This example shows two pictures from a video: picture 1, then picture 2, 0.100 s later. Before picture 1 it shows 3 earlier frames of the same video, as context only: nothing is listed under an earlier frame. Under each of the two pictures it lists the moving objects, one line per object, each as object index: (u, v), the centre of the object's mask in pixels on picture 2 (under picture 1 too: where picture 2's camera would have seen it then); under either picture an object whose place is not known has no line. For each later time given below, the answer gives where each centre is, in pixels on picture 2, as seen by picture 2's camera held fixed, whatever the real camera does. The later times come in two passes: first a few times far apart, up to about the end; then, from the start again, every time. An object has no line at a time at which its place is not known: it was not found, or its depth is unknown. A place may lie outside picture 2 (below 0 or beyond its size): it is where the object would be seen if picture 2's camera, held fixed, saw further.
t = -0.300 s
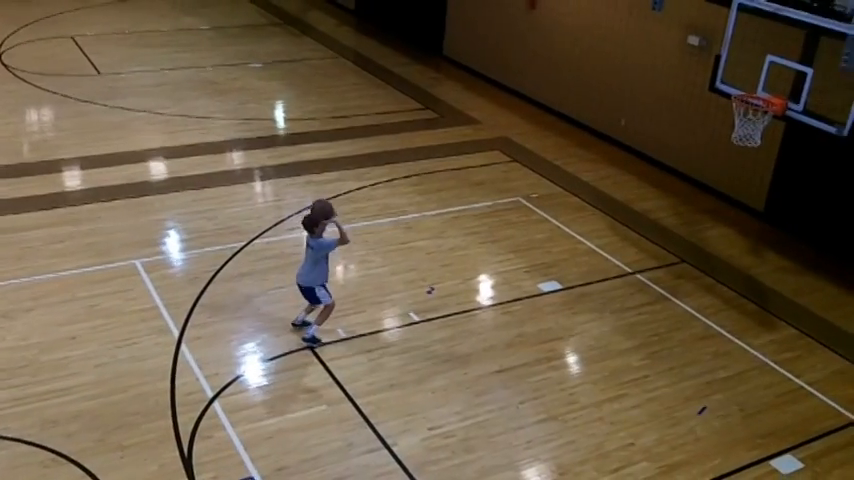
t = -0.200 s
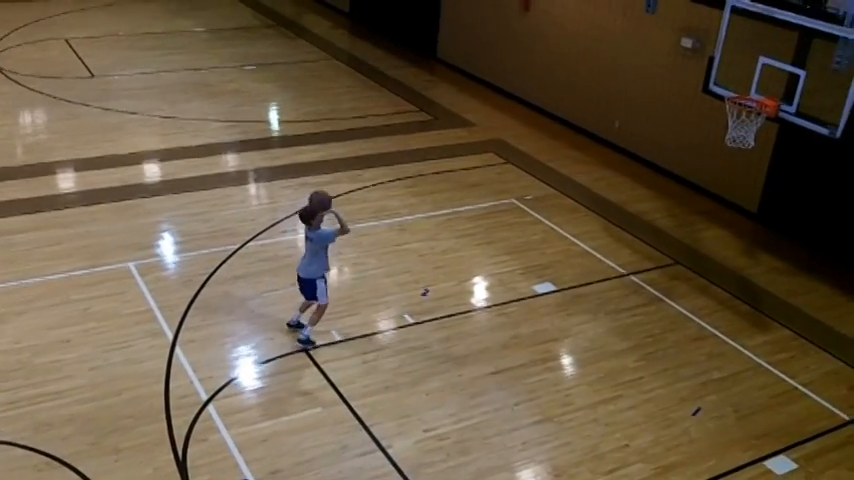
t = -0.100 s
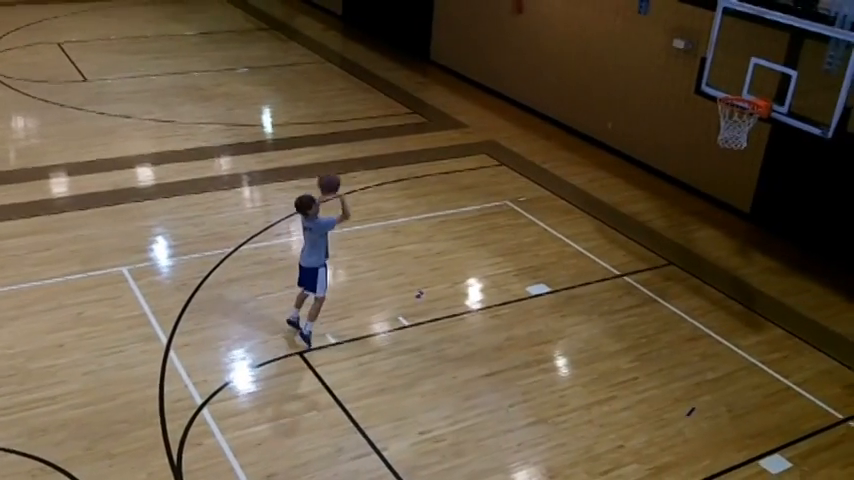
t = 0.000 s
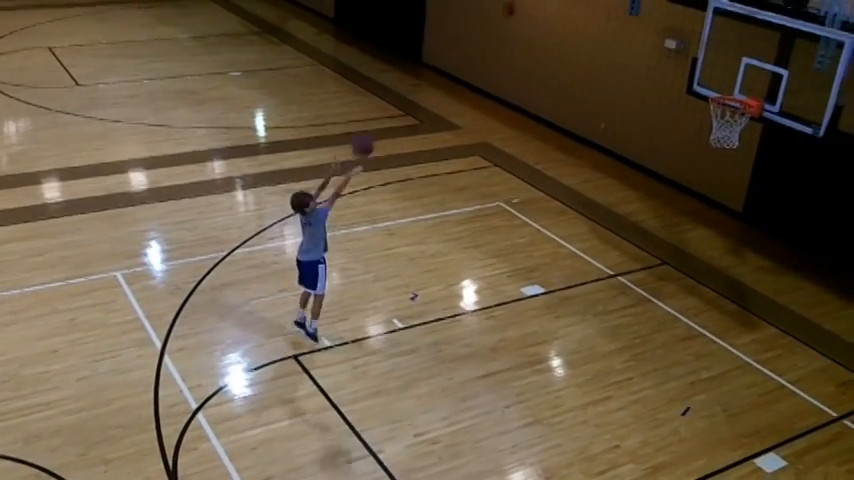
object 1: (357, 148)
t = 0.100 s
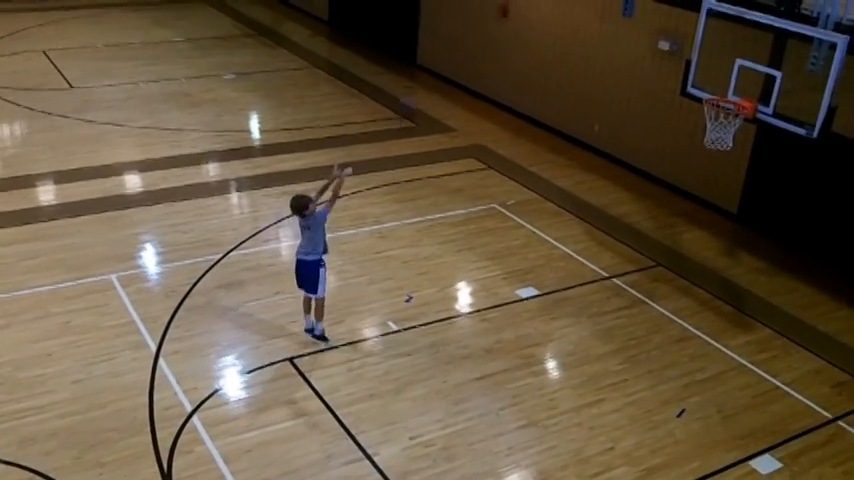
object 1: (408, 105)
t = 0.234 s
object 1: (473, 70)
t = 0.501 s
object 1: (596, 44)
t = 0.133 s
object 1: (423, 96)
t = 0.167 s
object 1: (440, 87)
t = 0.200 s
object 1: (457, 76)
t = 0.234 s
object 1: (473, 70)
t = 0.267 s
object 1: (487, 63)
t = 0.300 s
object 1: (505, 57)
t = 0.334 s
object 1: (519, 54)
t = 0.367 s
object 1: (535, 49)
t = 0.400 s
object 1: (551, 47)
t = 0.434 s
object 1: (566, 45)
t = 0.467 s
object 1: (581, 45)
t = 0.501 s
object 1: (596, 44)
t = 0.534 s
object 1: (611, 47)
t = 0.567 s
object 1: (625, 49)
